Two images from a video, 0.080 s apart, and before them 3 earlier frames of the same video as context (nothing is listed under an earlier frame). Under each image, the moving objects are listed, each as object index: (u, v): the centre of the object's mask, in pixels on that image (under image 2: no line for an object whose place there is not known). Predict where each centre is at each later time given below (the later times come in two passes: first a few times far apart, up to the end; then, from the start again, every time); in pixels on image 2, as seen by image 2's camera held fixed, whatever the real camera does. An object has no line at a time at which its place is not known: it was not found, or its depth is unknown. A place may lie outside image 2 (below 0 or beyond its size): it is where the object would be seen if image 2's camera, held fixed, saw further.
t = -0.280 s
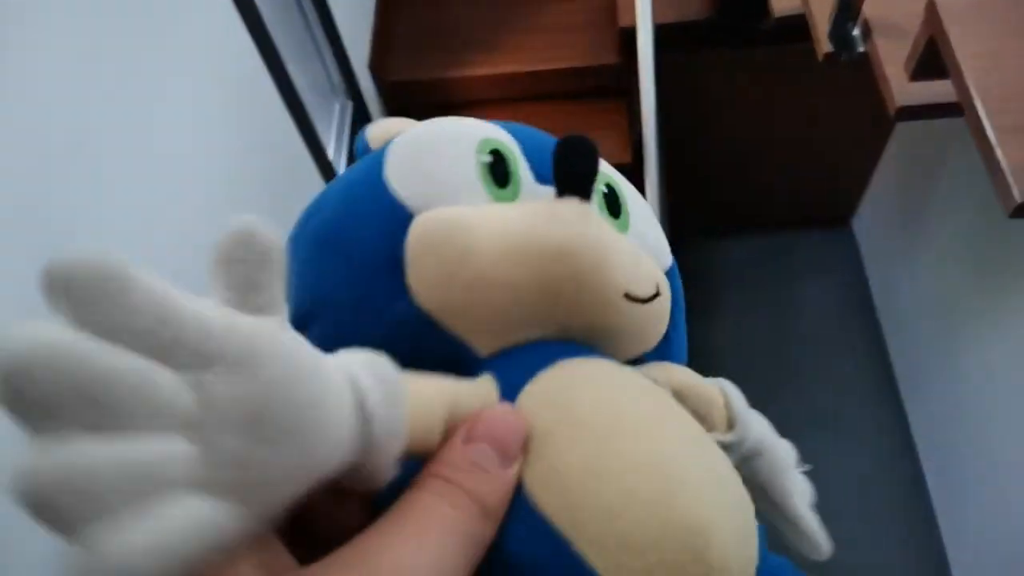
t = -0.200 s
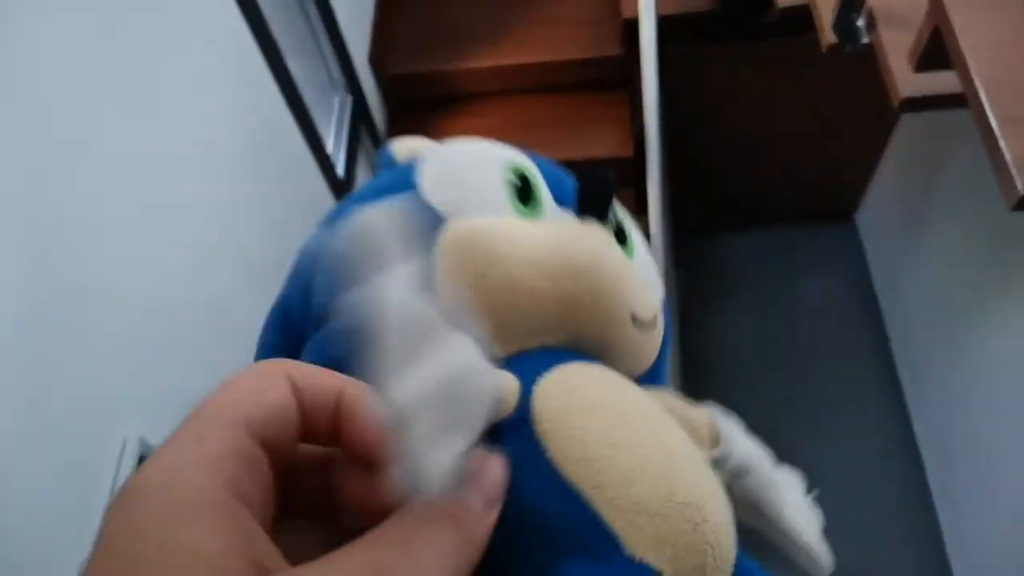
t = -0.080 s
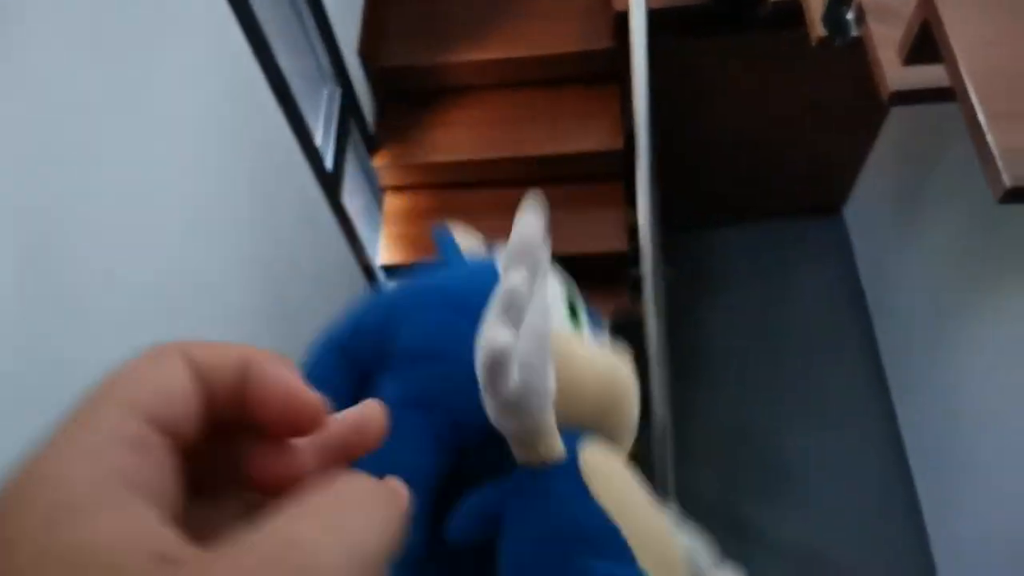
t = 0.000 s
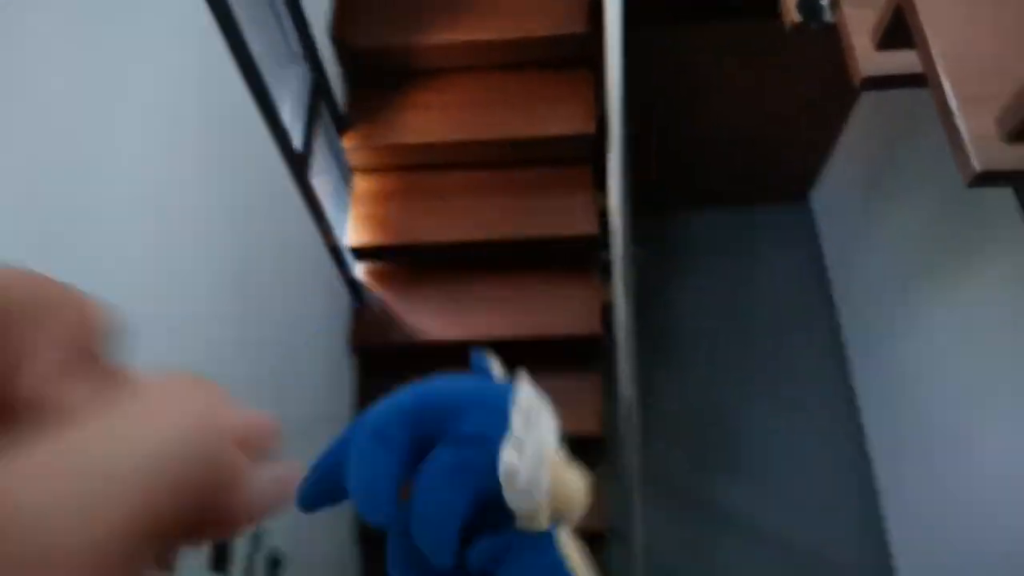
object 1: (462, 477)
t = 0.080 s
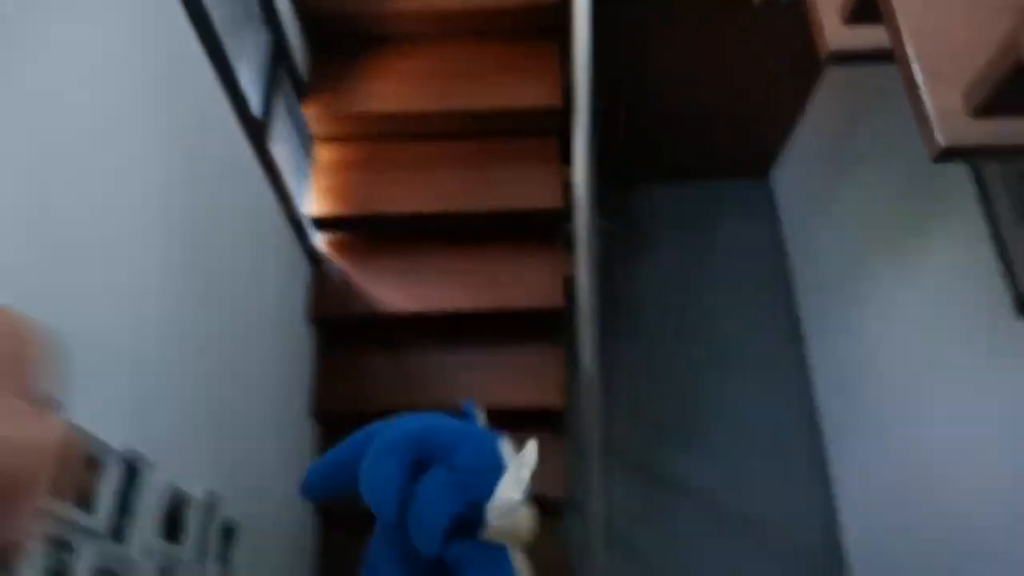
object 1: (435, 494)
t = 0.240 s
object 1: (489, 597)
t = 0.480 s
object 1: (502, 629)
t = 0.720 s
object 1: (489, 664)
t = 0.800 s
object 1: (479, 682)
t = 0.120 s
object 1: (442, 518)
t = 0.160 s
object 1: (459, 546)
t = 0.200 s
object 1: (477, 582)
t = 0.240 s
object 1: (489, 597)
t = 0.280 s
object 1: (491, 608)
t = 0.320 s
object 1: (493, 614)
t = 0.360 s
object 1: (494, 621)
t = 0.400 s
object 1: (498, 626)
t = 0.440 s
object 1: (501, 628)
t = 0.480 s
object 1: (502, 629)
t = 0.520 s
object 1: (503, 630)
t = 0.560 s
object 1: (503, 630)
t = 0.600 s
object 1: (506, 638)
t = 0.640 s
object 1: (496, 649)
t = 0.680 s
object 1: (492, 658)
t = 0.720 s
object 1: (489, 664)
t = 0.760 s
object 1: (485, 672)
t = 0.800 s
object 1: (479, 682)
